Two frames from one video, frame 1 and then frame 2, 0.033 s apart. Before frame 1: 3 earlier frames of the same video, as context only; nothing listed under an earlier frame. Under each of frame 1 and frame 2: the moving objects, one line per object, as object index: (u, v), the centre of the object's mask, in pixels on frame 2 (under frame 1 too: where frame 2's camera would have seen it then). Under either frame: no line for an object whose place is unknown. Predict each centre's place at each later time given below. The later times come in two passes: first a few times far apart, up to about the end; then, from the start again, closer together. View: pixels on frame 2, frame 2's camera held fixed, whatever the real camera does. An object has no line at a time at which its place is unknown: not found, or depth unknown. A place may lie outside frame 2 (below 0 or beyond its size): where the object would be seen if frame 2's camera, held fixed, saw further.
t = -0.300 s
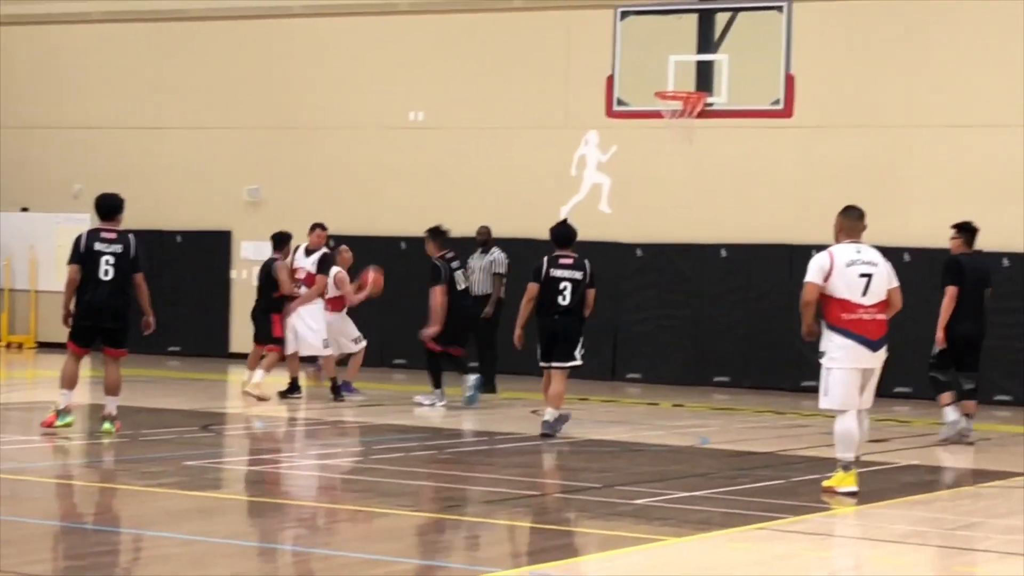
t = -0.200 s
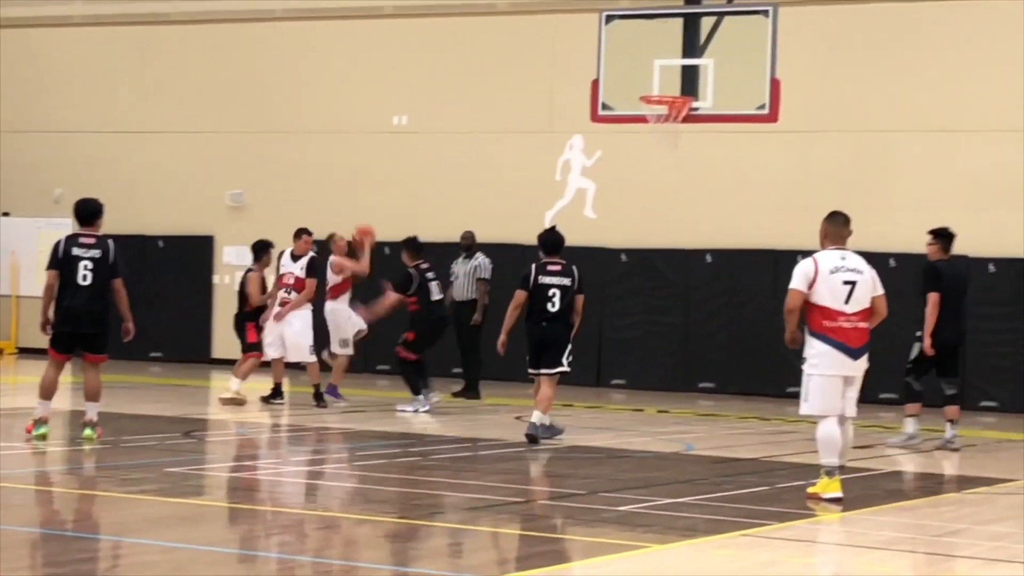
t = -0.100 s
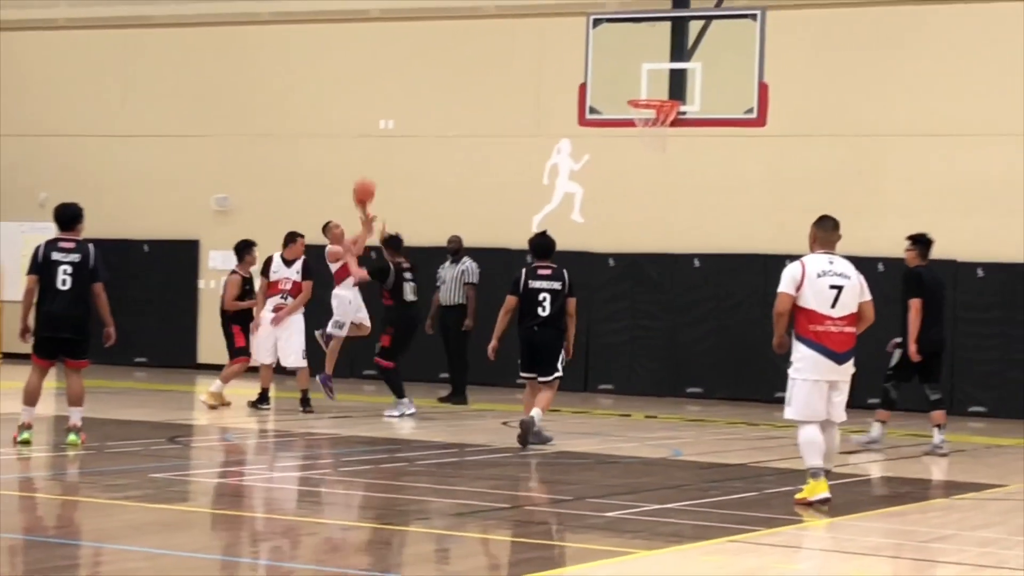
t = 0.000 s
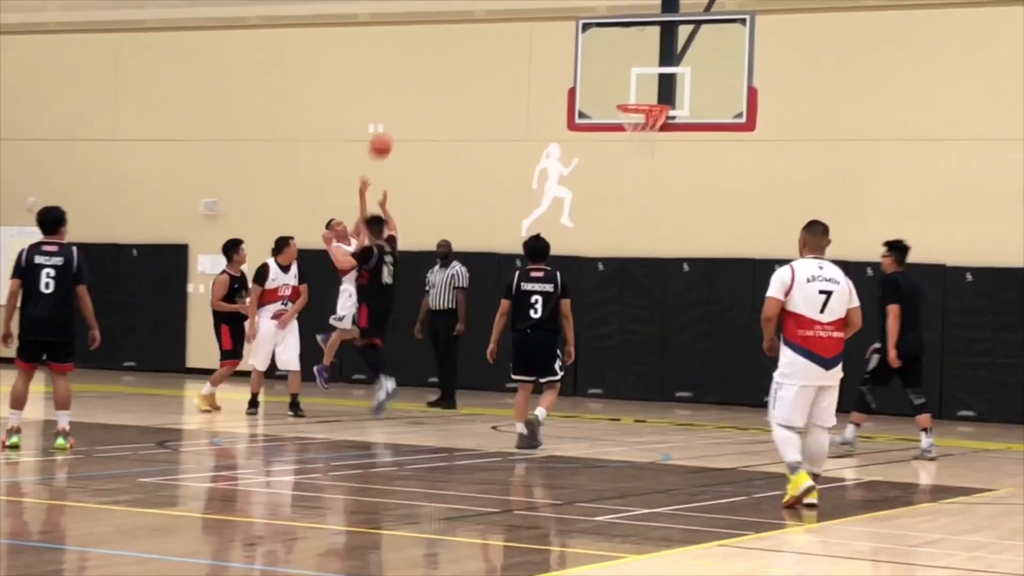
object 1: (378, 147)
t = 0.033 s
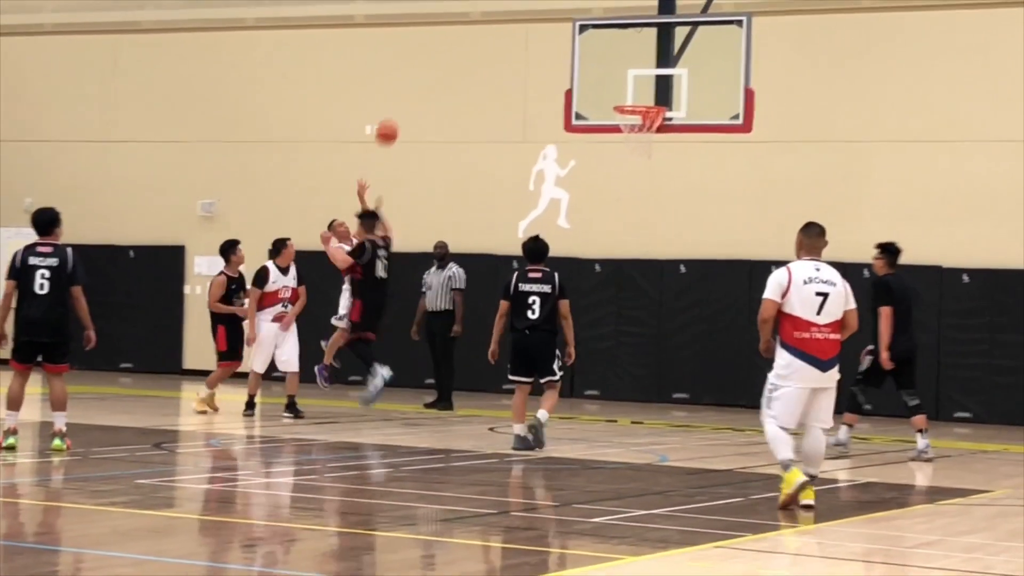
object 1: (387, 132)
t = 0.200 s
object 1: (432, 75)
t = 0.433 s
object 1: (496, 38)
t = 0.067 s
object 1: (396, 119)
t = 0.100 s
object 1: (404, 107)
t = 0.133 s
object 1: (414, 95)
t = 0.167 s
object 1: (423, 85)
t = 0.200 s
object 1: (432, 75)
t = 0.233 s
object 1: (441, 66)
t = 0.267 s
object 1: (450, 59)
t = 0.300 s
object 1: (459, 52)
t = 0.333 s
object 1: (468, 47)
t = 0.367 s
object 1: (476, 43)
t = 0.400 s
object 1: (485, 41)
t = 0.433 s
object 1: (496, 38)
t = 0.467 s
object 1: (504, 37)
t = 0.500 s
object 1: (513, 38)
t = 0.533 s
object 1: (522, 39)
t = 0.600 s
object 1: (537, 46)
